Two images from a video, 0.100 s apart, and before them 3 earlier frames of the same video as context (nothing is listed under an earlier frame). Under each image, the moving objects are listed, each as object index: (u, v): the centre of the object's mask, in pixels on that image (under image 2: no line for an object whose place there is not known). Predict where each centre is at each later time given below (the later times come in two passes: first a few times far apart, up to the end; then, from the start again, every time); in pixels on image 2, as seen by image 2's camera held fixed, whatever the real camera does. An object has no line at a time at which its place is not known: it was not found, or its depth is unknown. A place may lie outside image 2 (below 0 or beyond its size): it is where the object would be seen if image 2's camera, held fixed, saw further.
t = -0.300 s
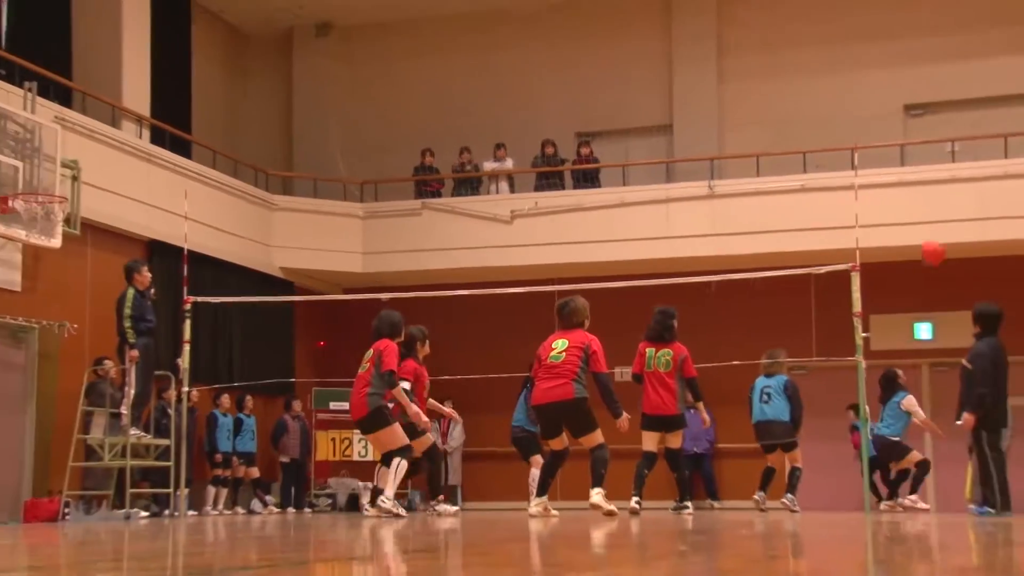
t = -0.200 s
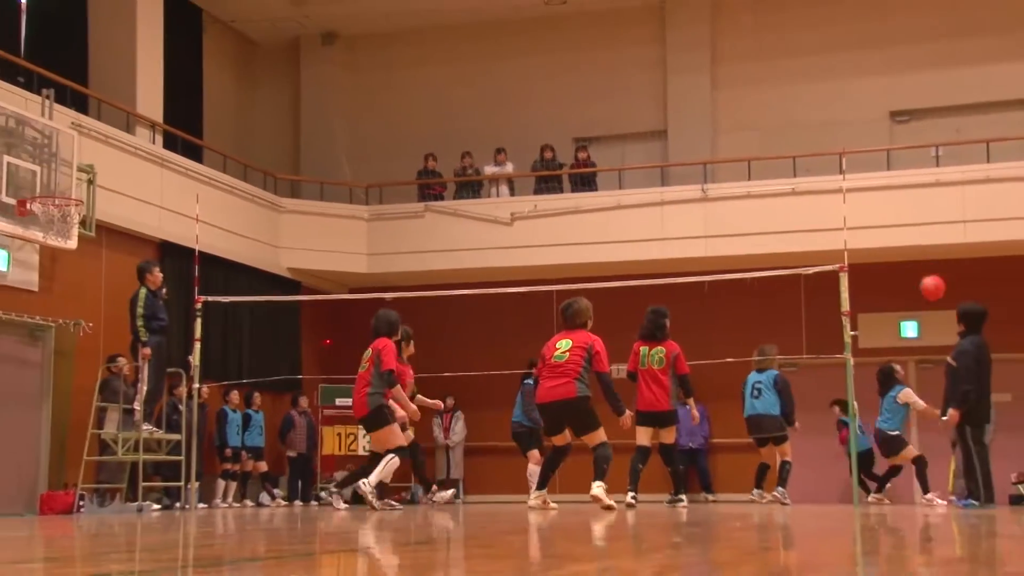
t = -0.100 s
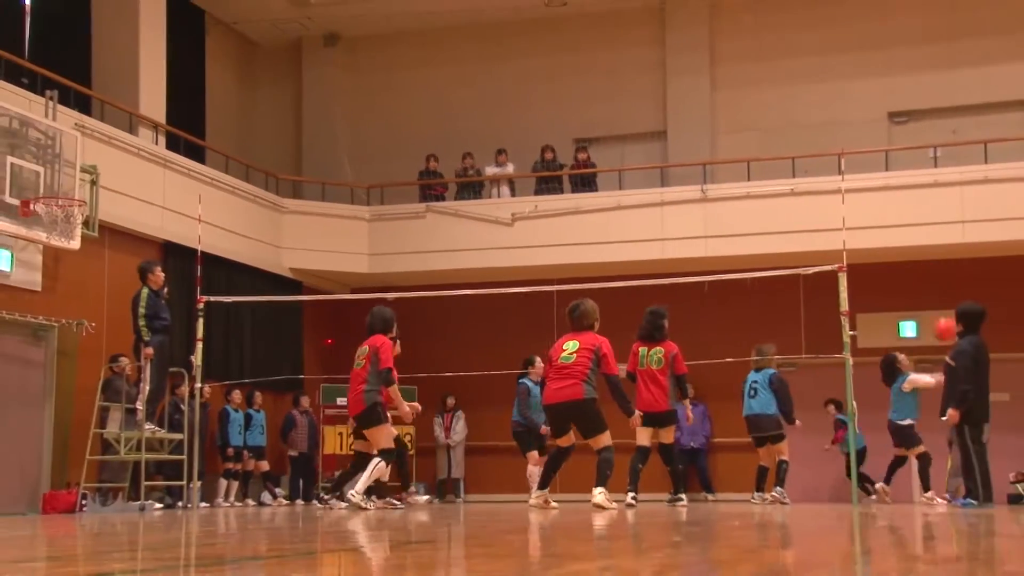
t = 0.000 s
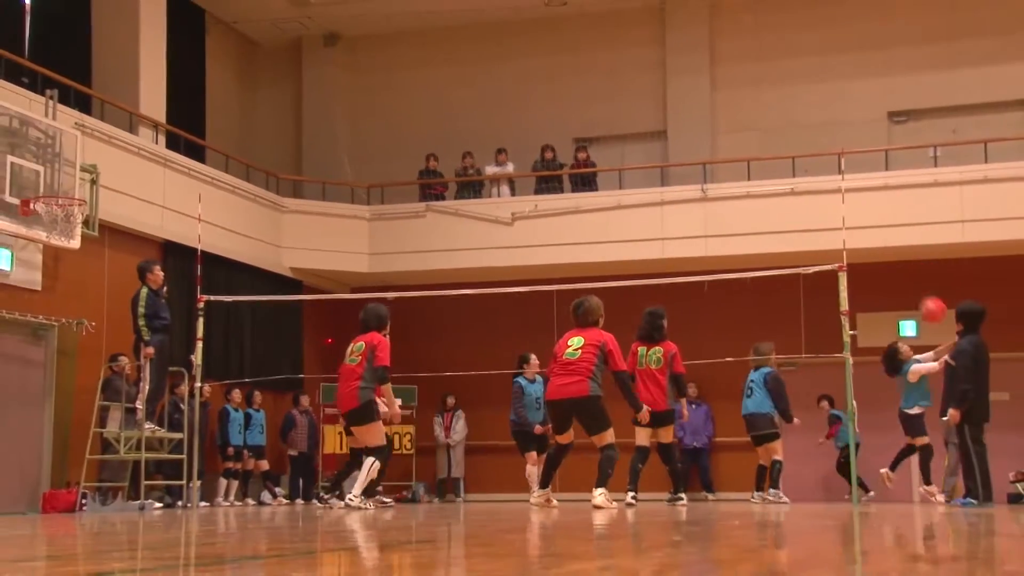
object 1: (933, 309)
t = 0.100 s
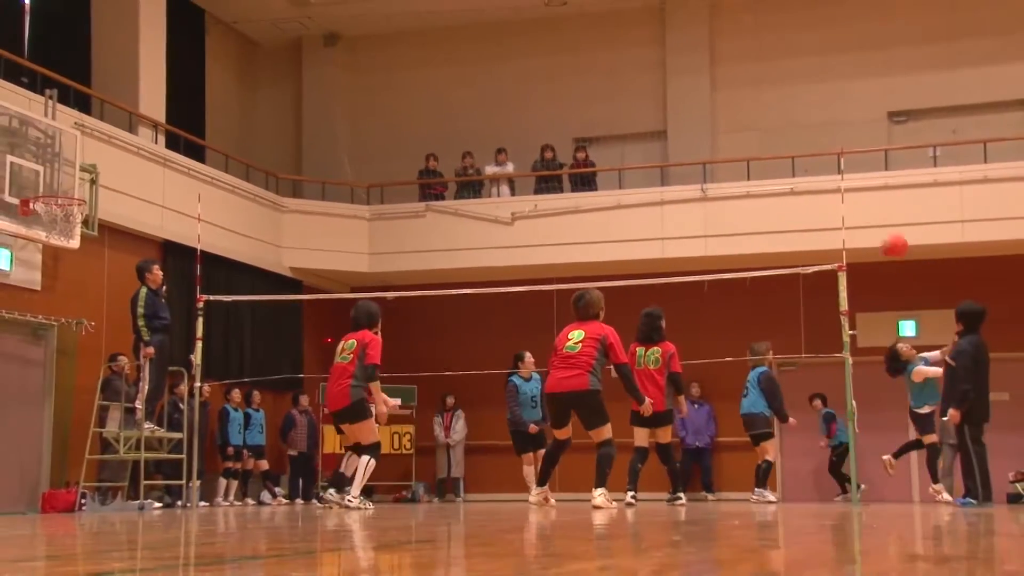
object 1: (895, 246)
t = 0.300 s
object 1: (814, 144)
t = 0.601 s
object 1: (689, 57)
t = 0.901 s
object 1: (549, 58)
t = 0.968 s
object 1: (516, 72)
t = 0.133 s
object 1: (881, 227)
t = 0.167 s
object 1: (868, 209)
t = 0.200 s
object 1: (855, 191)
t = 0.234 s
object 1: (841, 173)
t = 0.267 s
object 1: (827, 158)
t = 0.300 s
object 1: (814, 144)
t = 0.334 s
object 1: (801, 130)
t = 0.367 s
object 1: (787, 117)
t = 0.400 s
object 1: (774, 106)
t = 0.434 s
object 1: (761, 95)
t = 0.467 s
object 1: (746, 85)
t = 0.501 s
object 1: (732, 76)
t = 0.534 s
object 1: (719, 69)
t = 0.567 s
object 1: (704, 62)
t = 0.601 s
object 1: (689, 57)
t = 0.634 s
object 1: (675, 53)
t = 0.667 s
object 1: (660, 49)
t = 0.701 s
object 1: (644, 47)
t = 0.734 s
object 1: (630, 45)
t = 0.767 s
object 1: (614, 45)
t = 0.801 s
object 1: (598, 47)
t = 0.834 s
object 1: (583, 49)
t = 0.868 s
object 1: (566, 52)
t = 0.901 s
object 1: (549, 58)
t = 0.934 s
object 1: (533, 64)
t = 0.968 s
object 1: (516, 72)
